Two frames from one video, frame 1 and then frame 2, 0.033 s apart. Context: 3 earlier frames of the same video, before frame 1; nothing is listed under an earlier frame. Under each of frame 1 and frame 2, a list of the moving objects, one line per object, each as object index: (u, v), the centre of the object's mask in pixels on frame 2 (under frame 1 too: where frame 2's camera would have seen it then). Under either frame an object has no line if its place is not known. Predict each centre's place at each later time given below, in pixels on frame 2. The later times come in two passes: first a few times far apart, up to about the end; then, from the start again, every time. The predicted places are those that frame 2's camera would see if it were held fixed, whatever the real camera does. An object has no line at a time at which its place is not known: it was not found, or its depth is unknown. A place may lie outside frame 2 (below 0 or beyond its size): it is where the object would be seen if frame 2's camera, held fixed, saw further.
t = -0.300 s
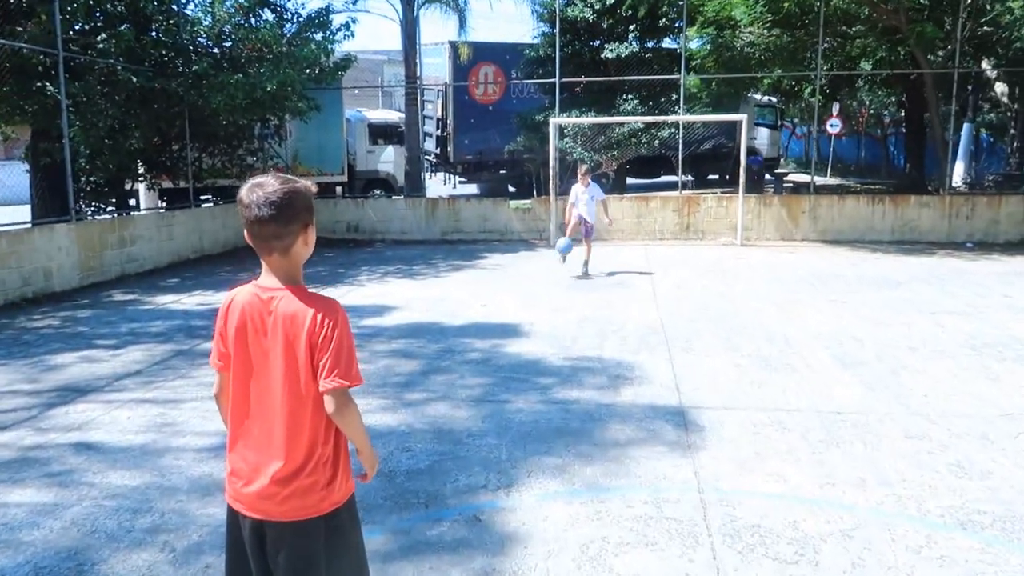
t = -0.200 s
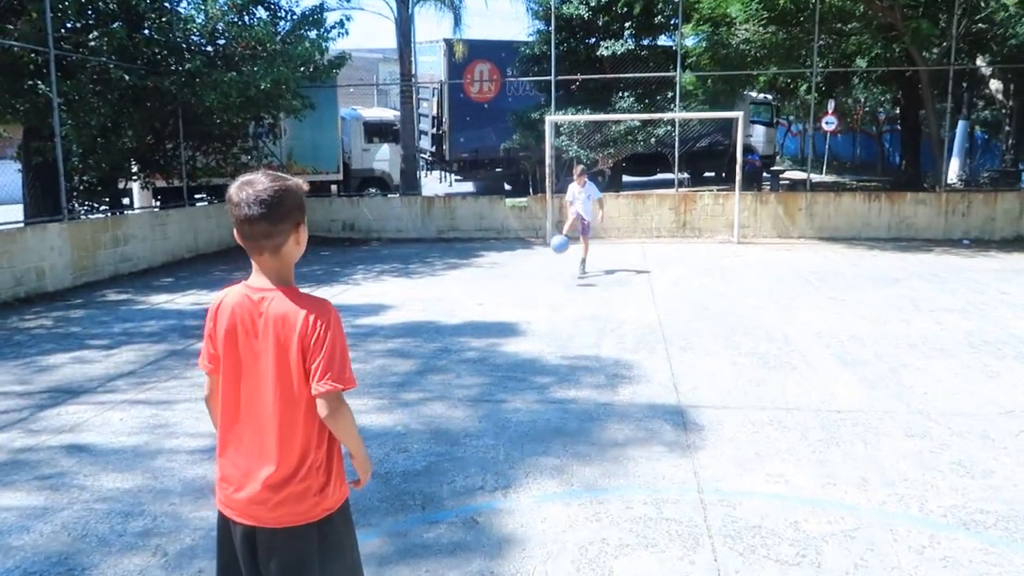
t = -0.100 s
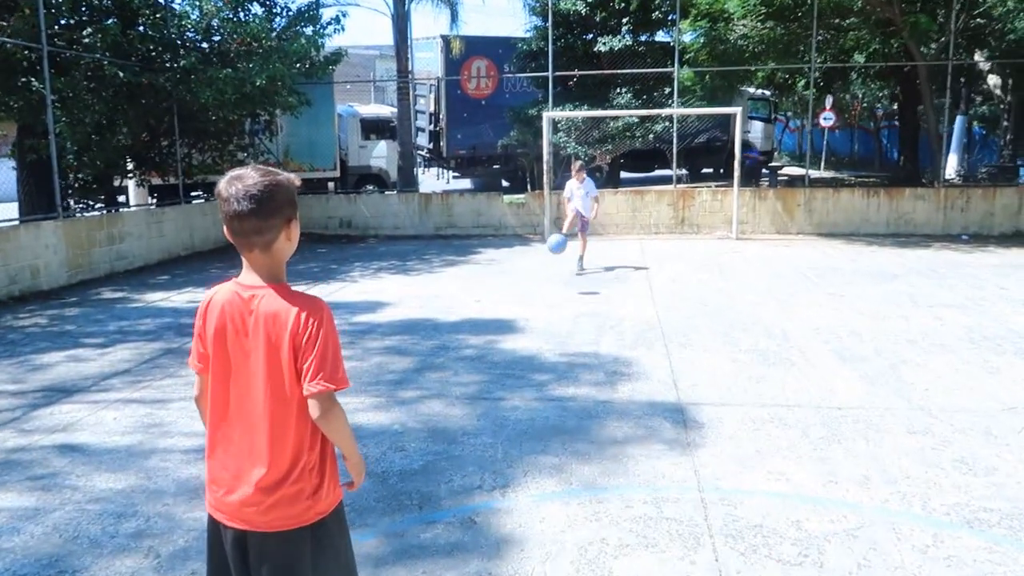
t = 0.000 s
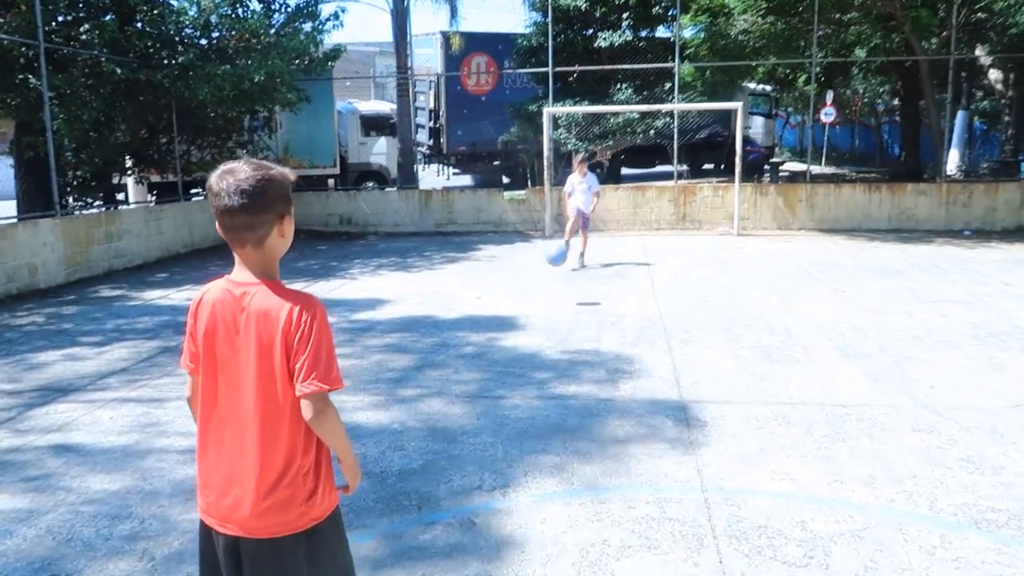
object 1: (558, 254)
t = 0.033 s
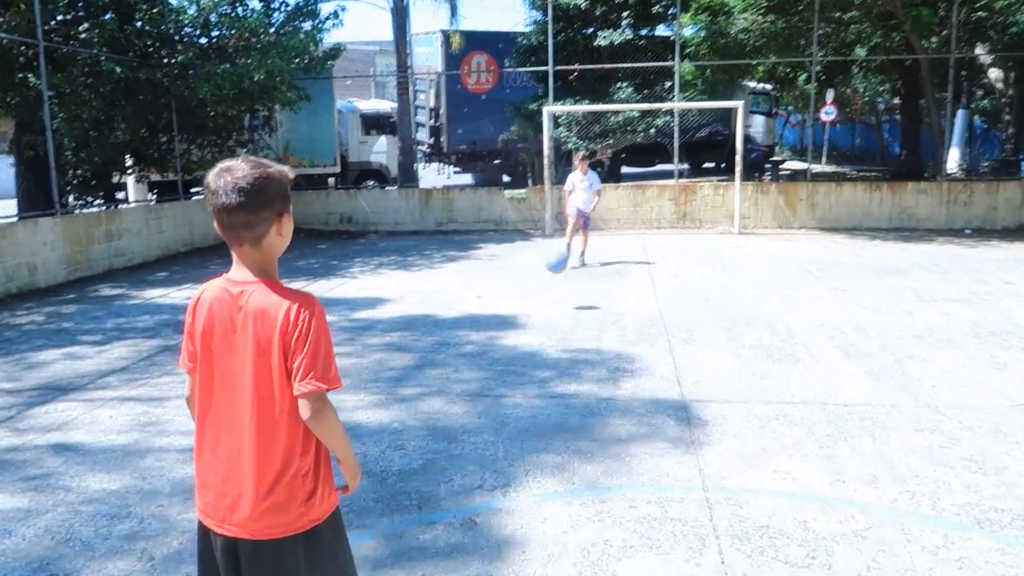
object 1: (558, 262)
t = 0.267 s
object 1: (551, 317)
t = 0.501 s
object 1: (540, 342)
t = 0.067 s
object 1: (557, 273)
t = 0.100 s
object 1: (557, 285)
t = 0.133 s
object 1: (557, 299)
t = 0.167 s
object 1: (556, 316)
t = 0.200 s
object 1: (555, 325)
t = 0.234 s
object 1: (554, 322)
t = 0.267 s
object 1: (551, 317)
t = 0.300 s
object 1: (550, 315)
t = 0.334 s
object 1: (548, 314)
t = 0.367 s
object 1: (546, 316)
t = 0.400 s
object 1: (545, 319)
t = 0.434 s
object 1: (544, 324)
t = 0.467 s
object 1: (541, 331)
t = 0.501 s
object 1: (540, 342)
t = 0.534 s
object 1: (538, 355)
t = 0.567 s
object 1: (535, 369)
